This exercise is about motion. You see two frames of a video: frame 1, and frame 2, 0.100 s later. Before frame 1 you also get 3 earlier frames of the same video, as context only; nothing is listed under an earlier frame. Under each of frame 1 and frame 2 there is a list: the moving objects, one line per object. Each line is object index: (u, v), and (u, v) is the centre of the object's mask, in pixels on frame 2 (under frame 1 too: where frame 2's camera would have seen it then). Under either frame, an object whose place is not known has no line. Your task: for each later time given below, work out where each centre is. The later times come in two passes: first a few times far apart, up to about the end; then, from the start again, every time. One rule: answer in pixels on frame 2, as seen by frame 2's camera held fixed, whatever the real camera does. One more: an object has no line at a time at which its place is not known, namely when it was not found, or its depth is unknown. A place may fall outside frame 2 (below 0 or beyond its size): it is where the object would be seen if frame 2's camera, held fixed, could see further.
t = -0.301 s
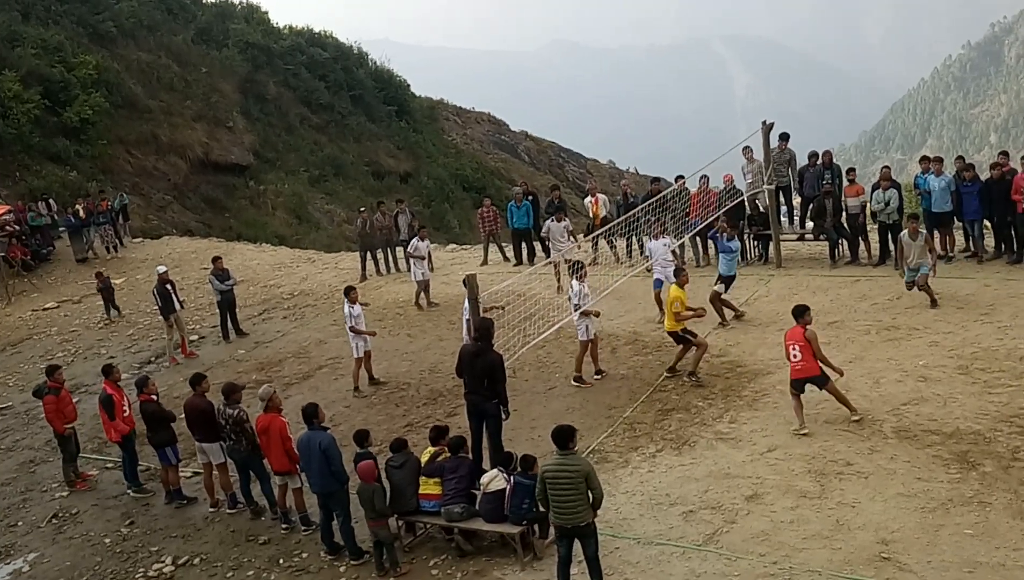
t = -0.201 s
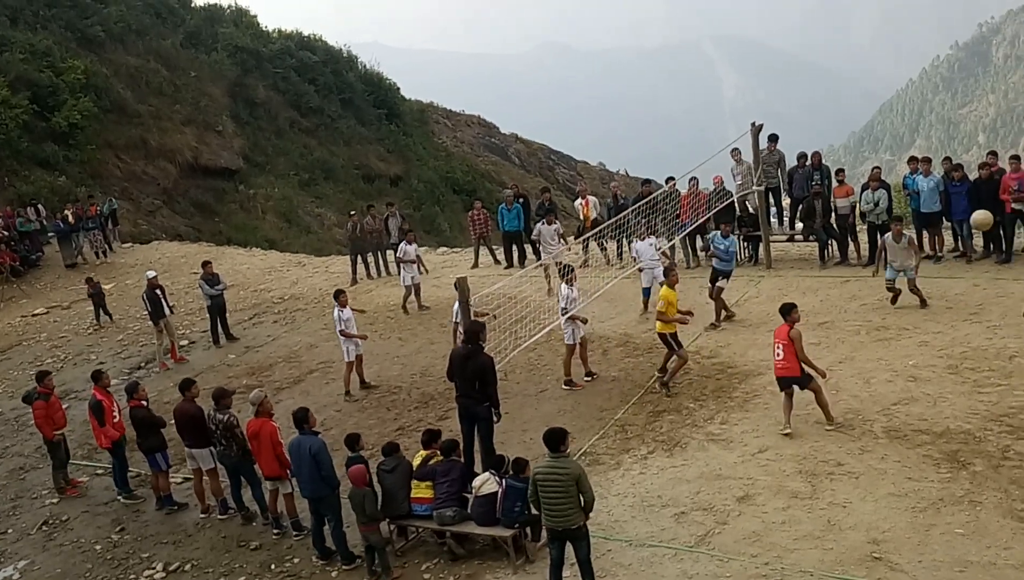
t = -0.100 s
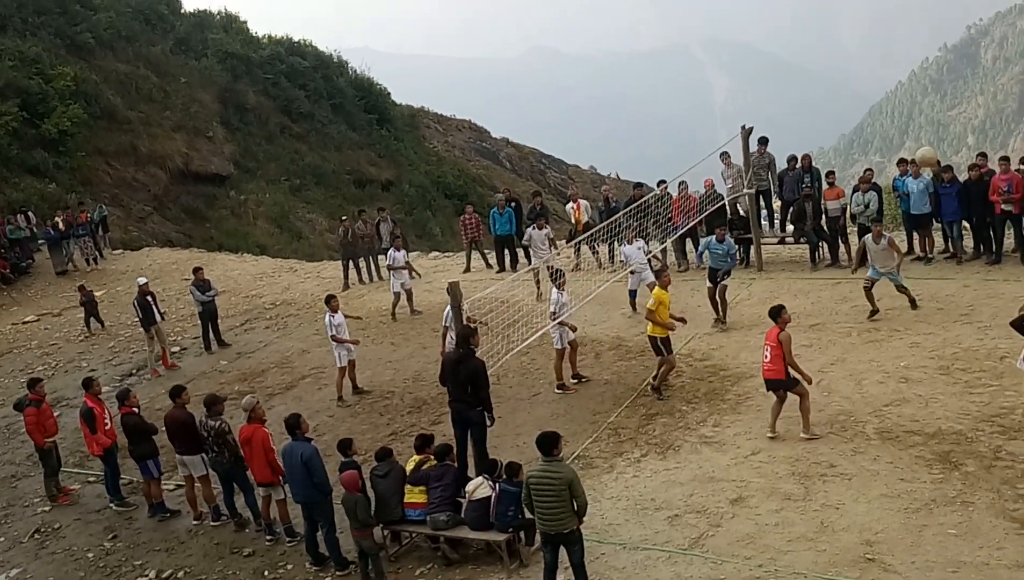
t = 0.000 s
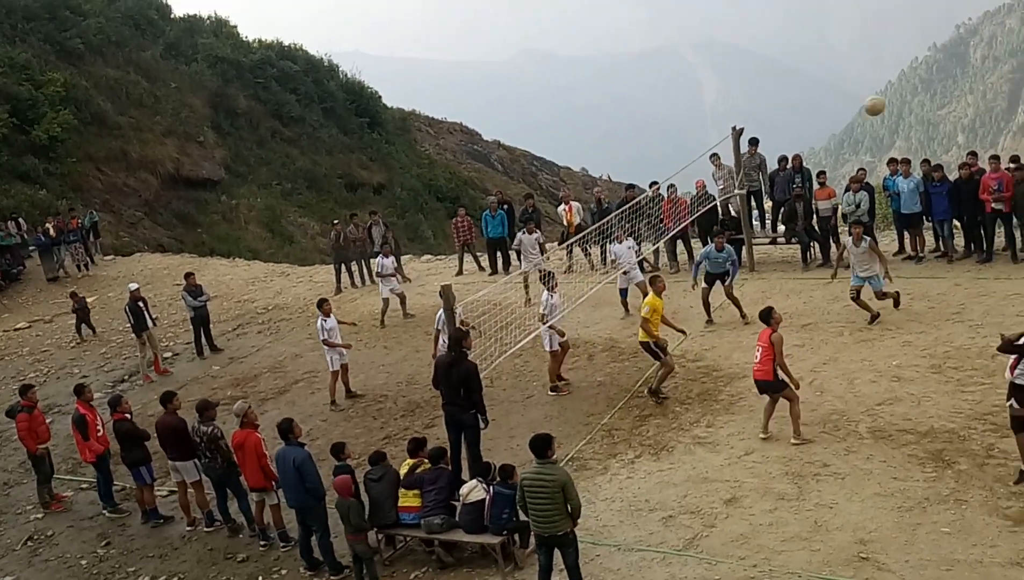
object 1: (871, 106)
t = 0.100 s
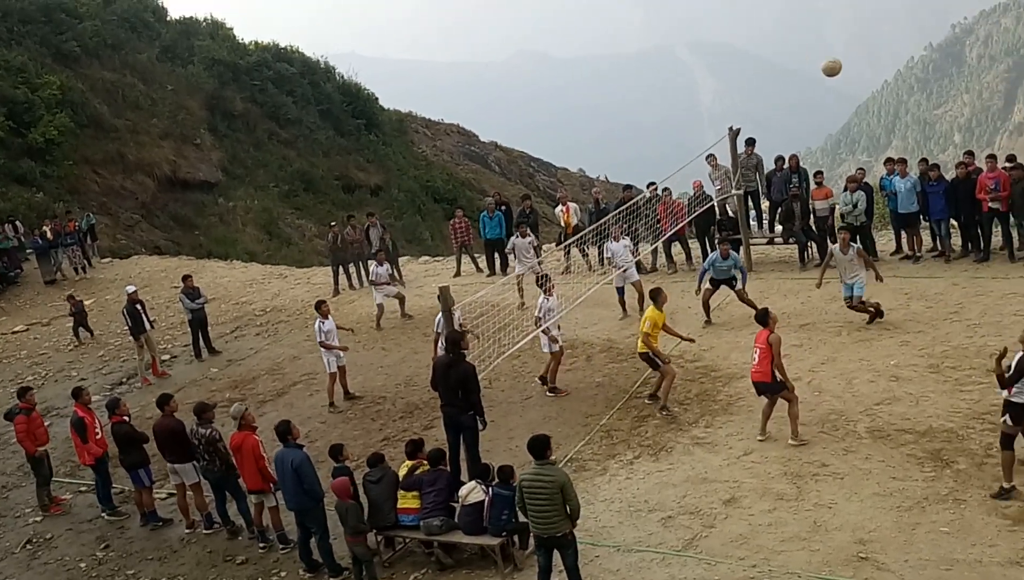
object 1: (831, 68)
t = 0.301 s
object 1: (764, 24)
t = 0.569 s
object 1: (692, 24)
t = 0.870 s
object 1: (634, 88)
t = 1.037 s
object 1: (611, 143)
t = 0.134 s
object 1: (820, 57)
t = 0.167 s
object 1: (808, 48)
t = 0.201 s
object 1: (796, 40)
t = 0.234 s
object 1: (785, 33)
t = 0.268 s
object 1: (775, 28)
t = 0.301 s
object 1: (764, 24)
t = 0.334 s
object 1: (755, 20)
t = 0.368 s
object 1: (745, 18)
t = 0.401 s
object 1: (735, 16)
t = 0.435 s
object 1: (726, 16)
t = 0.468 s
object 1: (717, 17)
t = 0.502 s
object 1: (709, 18)
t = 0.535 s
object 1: (701, 21)
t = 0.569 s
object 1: (692, 24)
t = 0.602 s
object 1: (685, 28)
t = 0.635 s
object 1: (678, 33)
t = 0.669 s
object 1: (670, 39)
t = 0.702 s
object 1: (664, 45)
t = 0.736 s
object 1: (657, 53)
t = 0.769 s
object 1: (651, 60)
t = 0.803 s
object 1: (645, 69)
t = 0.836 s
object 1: (639, 78)
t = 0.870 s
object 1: (634, 88)
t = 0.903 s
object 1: (629, 98)
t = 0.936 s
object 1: (624, 109)
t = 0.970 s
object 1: (619, 120)
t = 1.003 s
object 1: (615, 131)
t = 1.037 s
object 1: (611, 143)
